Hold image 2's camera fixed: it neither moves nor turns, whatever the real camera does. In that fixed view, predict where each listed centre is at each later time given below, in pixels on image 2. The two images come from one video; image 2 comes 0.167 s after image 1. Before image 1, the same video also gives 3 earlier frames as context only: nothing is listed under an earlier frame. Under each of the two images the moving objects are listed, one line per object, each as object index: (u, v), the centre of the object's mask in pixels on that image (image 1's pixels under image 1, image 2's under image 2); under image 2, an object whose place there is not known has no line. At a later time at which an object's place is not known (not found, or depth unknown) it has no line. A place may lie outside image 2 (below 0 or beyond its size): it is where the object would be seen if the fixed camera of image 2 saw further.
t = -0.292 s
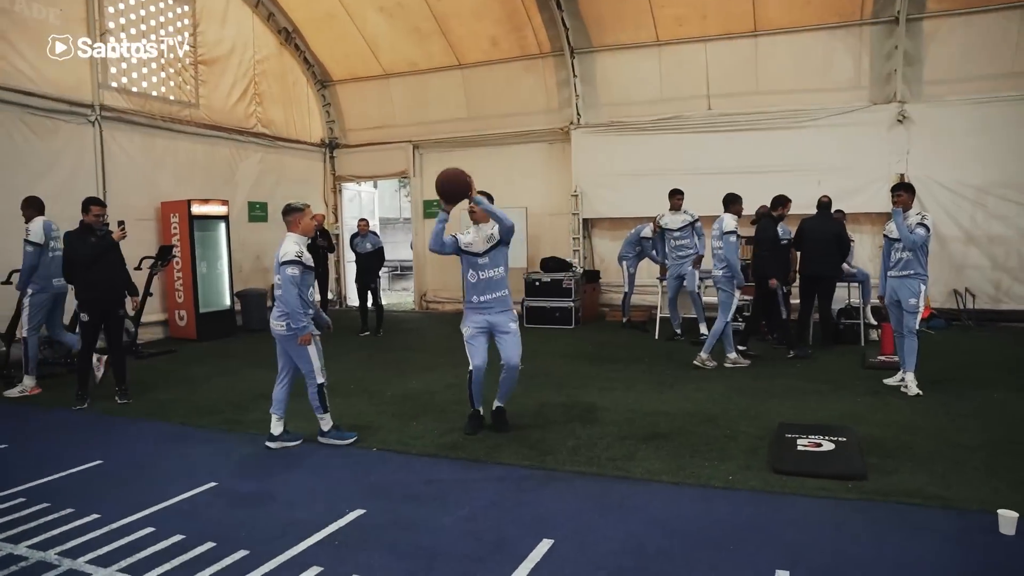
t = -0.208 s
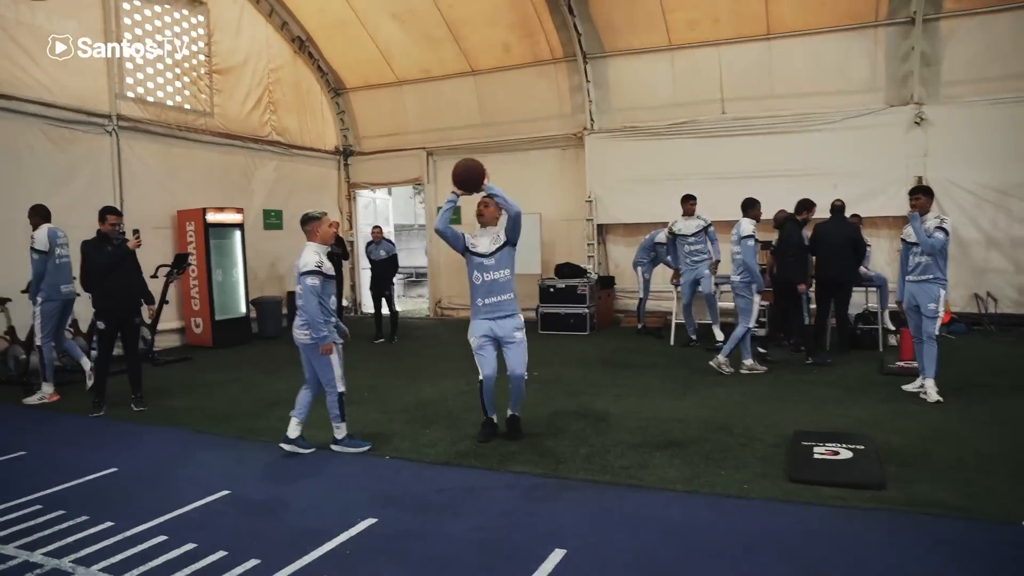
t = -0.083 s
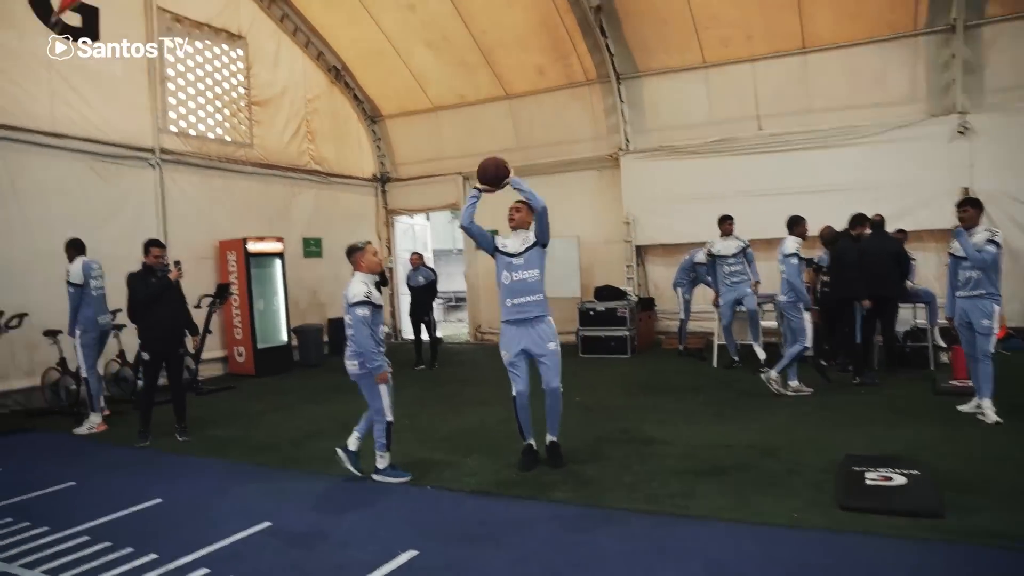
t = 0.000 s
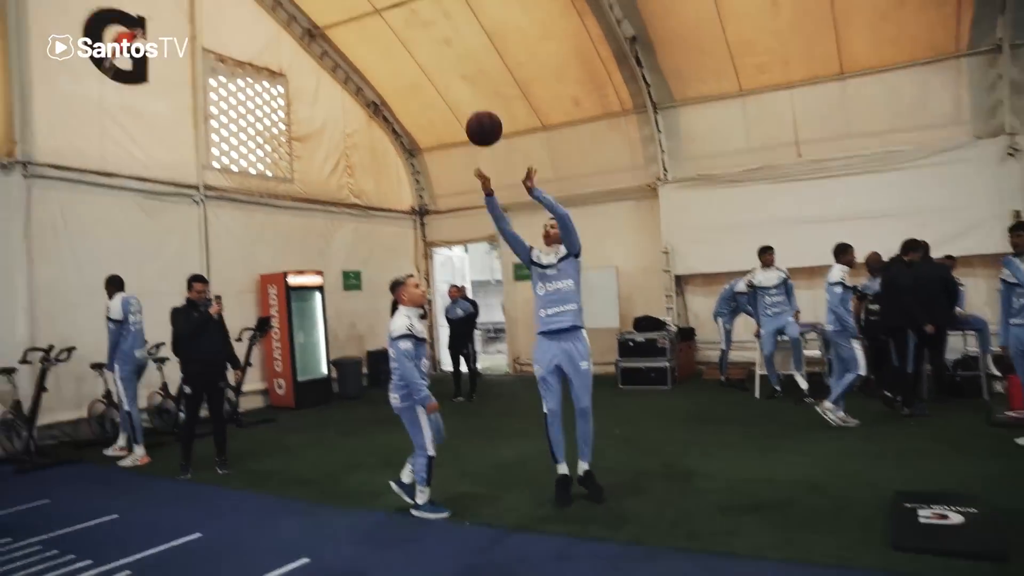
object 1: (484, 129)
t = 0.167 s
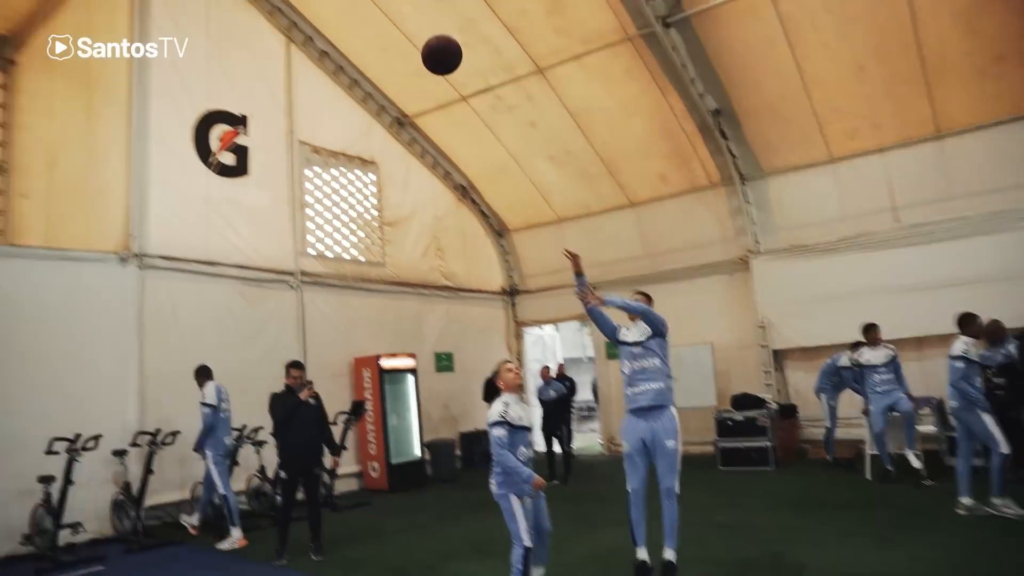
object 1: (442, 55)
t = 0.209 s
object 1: (394, 11)
